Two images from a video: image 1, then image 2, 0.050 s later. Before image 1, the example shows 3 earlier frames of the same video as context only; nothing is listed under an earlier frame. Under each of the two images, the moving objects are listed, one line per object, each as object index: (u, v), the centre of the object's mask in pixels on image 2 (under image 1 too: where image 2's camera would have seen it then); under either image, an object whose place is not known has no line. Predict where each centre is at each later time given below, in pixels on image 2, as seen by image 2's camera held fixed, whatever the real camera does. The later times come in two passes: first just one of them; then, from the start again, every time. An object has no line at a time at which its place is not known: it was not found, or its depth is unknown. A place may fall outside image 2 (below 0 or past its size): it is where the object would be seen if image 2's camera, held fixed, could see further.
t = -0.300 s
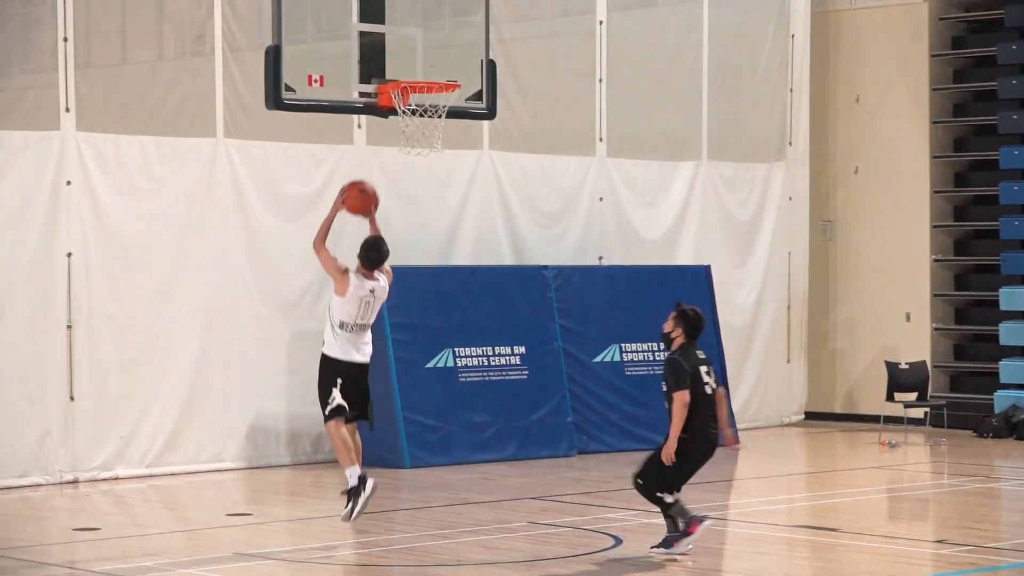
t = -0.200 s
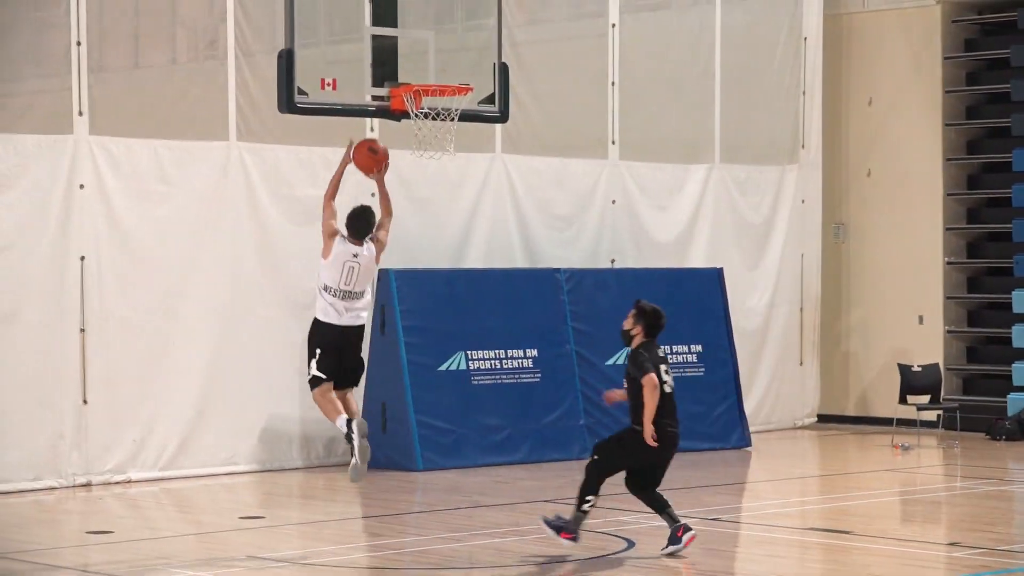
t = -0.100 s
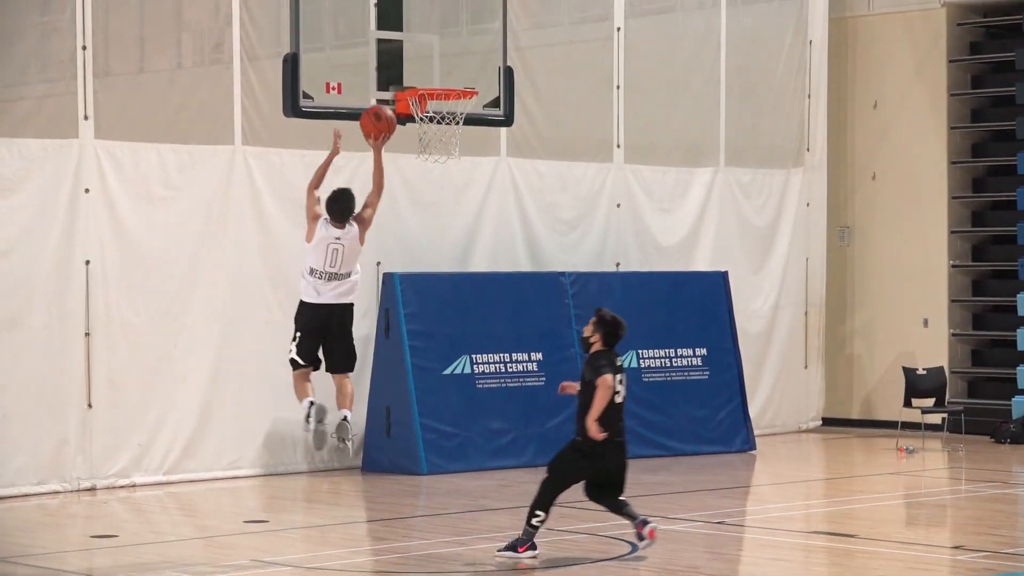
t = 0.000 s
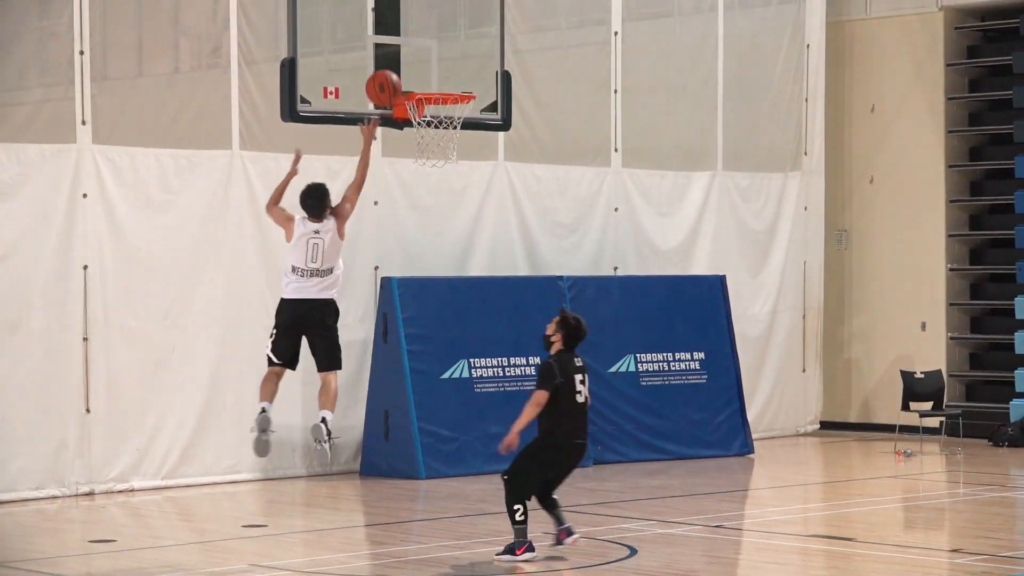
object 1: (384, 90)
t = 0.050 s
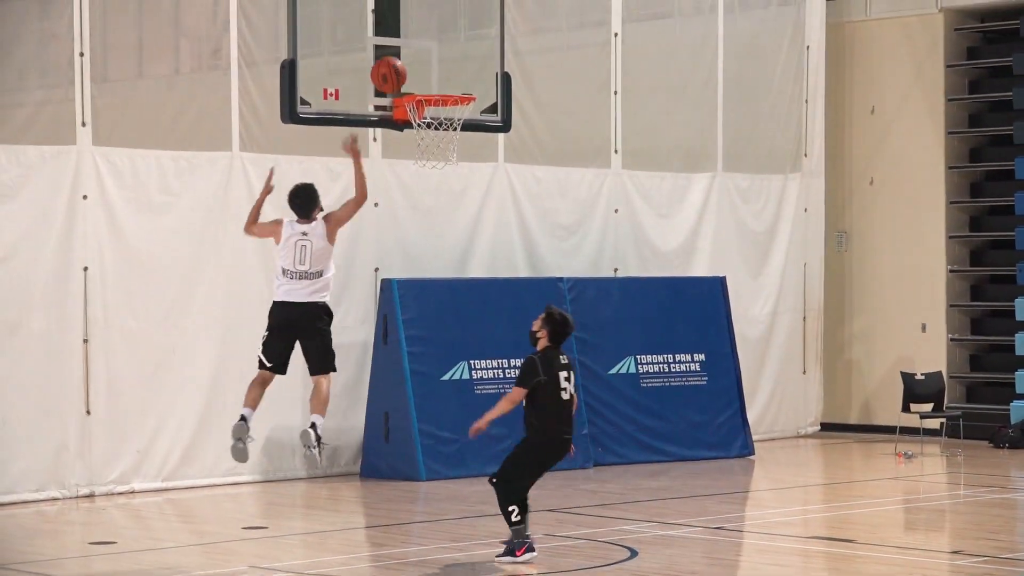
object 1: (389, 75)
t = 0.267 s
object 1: (418, 56)
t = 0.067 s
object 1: (390, 70)
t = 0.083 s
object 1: (392, 66)
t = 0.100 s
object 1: (393, 63)
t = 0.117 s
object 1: (395, 60)
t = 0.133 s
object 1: (396, 57)
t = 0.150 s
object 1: (398, 55)
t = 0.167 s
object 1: (399, 54)
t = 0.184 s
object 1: (402, 53)
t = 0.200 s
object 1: (405, 53)
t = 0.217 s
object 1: (408, 53)
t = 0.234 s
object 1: (412, 54)
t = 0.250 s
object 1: (415, 54)
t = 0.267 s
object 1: (418, 56)
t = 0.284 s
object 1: (422, 58)
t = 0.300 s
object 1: (425, 60)
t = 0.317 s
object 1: (428, 63)
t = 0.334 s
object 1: (432, 66)
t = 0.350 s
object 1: (435, 69)
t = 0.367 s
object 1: (438, 73)
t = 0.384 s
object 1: (442, 77)
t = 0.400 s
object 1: (445, 80)
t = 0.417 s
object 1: (448, 83)
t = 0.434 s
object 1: (449, 83)
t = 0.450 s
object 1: (450, 83)
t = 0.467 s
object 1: (450, 83)
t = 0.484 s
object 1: (451, 84)
